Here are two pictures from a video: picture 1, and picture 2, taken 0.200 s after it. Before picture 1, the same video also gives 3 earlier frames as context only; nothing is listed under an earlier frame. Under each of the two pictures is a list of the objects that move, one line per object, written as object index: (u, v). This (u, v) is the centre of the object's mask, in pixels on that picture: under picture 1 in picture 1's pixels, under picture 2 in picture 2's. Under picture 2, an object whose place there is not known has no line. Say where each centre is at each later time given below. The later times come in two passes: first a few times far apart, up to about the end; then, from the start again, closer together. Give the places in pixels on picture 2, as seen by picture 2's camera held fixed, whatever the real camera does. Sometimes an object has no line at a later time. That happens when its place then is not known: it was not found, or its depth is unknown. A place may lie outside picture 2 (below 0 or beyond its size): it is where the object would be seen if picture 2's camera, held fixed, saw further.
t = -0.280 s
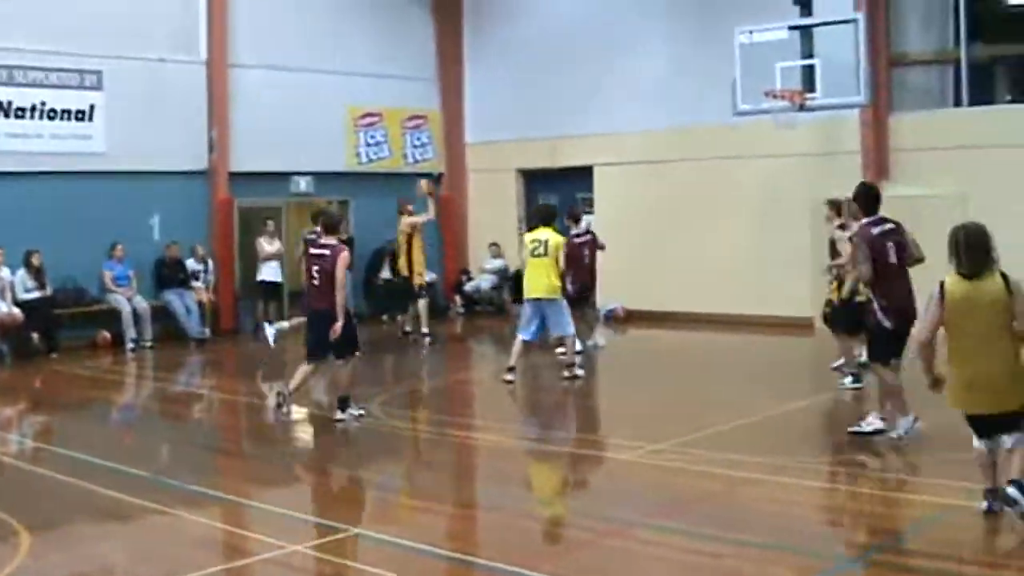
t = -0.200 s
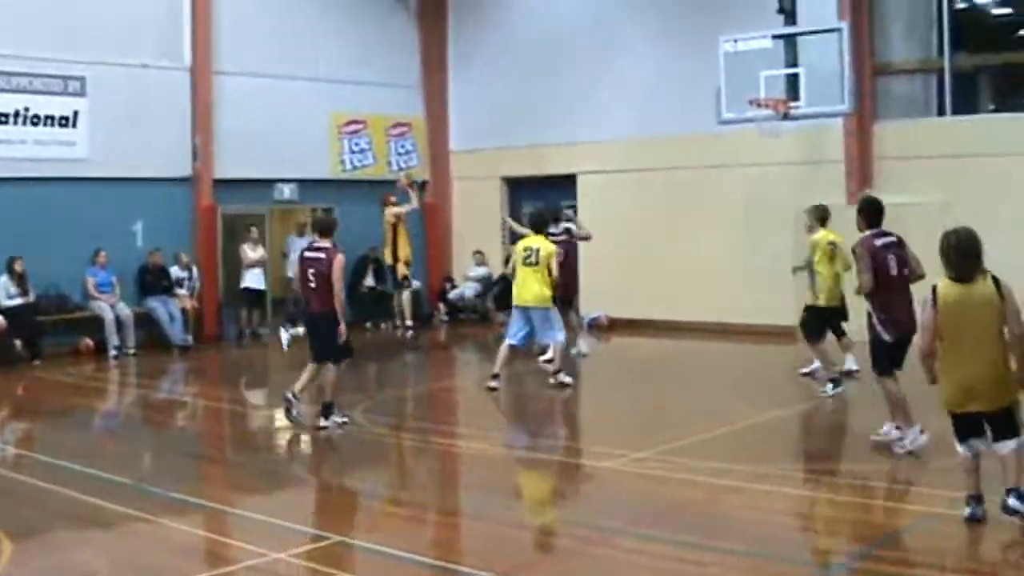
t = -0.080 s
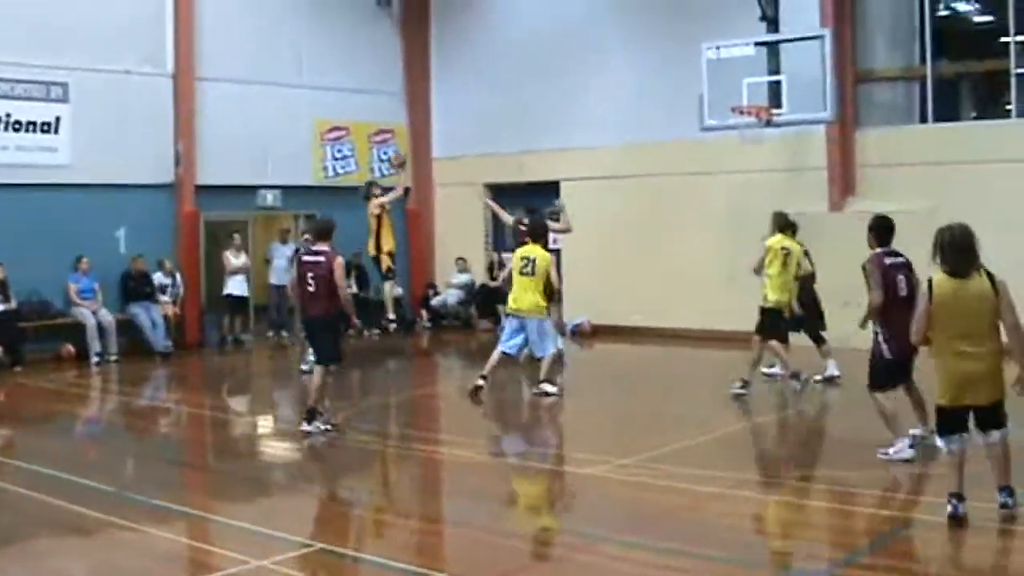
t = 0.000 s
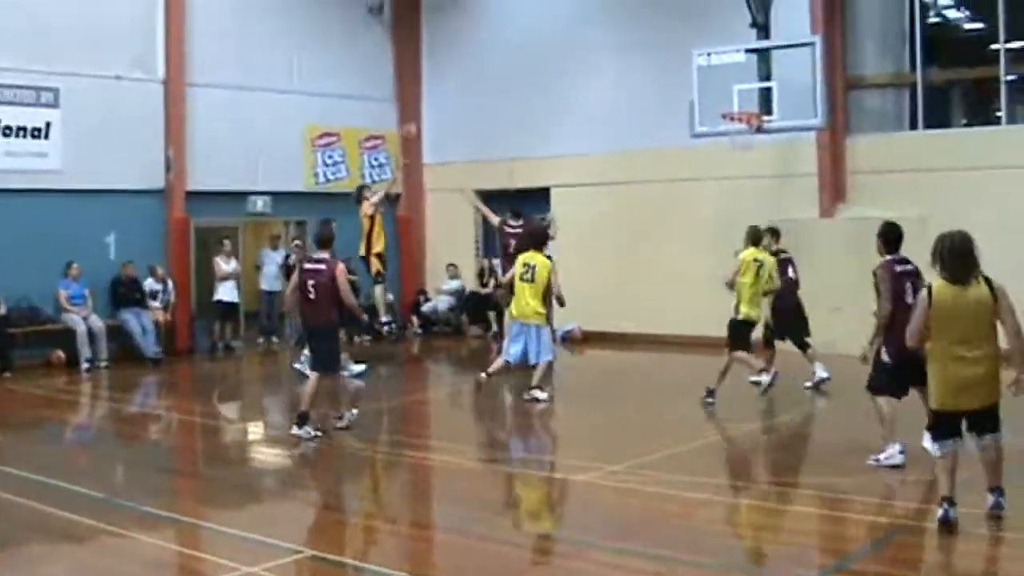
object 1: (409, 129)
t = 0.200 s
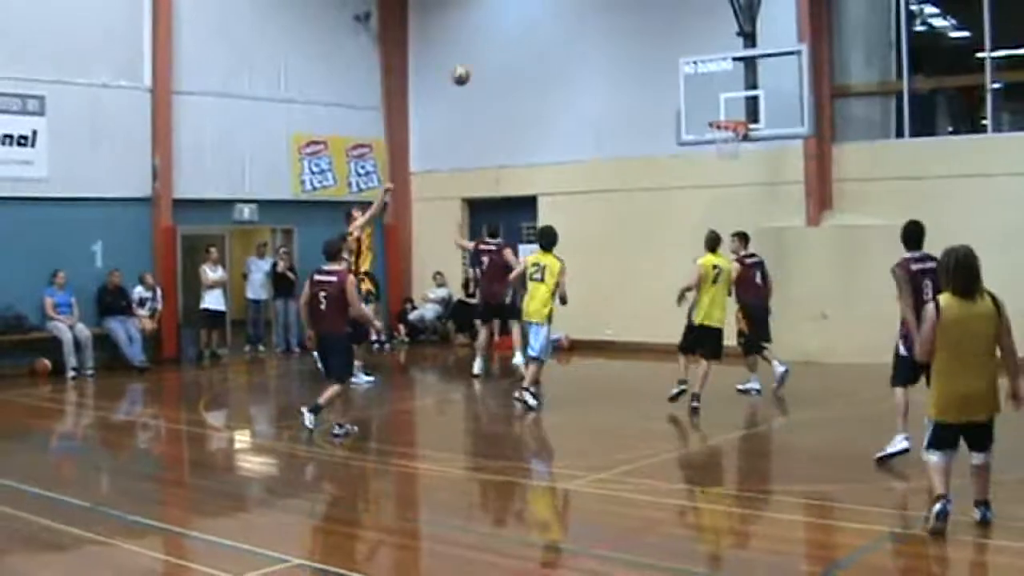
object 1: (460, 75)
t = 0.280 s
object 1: (486, 59)
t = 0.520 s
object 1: (562, 35)
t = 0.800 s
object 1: (657, 64)
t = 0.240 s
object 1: (473, 66)
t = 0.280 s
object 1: (486, 59)
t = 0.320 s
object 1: (499, 53)
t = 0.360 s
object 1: (511, 47)
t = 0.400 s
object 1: (524, 41)
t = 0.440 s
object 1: (537, 38)
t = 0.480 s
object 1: (549, 35)
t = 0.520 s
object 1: (562, 35)
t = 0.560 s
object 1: (576, 36)
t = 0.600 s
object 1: (589, 37)
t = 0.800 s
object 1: (657, 64)
